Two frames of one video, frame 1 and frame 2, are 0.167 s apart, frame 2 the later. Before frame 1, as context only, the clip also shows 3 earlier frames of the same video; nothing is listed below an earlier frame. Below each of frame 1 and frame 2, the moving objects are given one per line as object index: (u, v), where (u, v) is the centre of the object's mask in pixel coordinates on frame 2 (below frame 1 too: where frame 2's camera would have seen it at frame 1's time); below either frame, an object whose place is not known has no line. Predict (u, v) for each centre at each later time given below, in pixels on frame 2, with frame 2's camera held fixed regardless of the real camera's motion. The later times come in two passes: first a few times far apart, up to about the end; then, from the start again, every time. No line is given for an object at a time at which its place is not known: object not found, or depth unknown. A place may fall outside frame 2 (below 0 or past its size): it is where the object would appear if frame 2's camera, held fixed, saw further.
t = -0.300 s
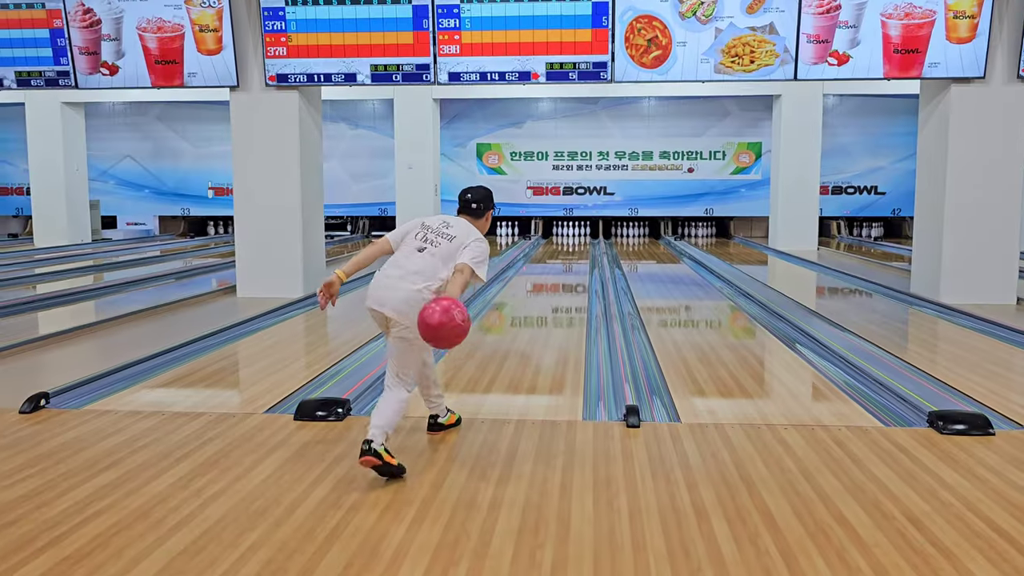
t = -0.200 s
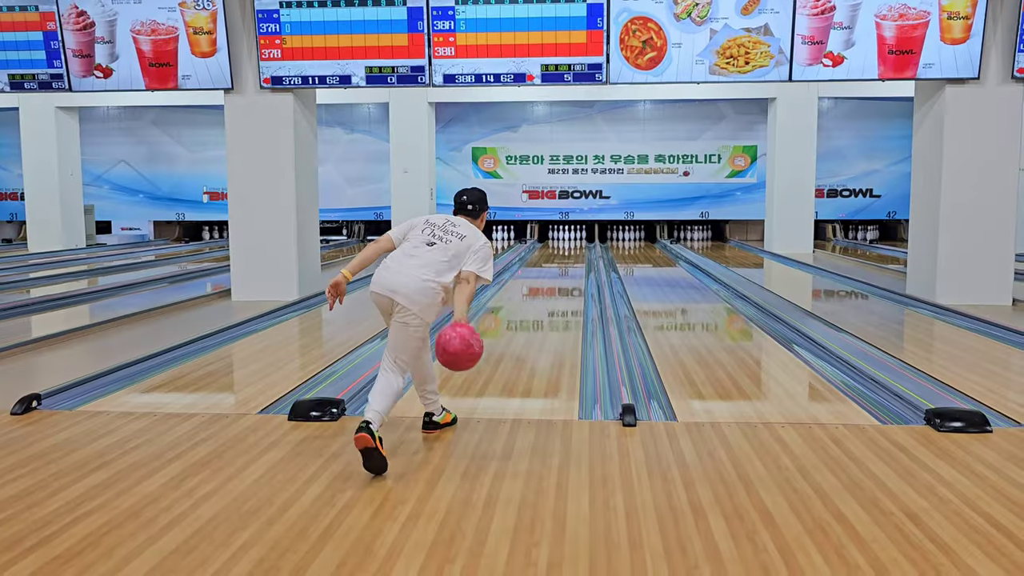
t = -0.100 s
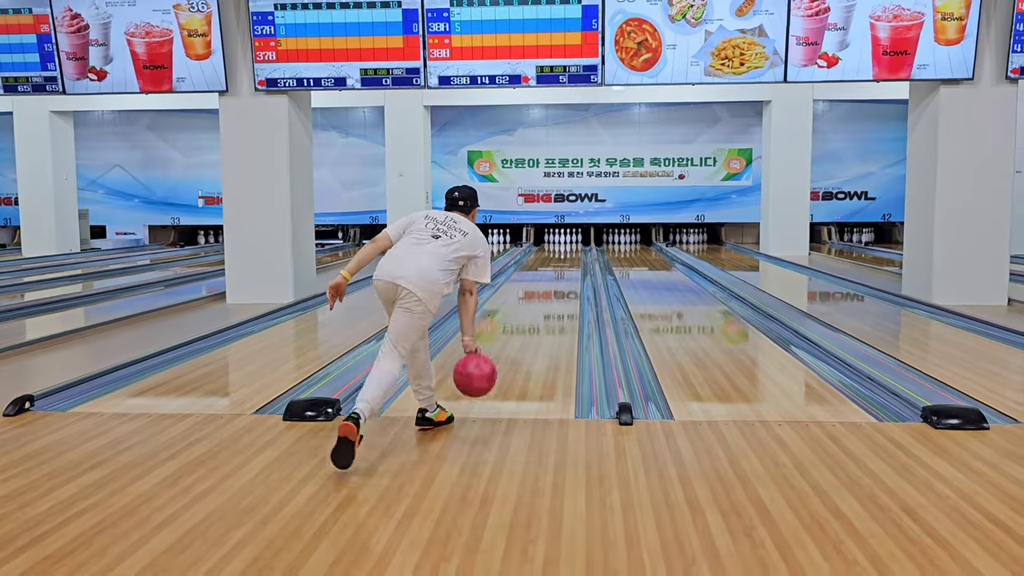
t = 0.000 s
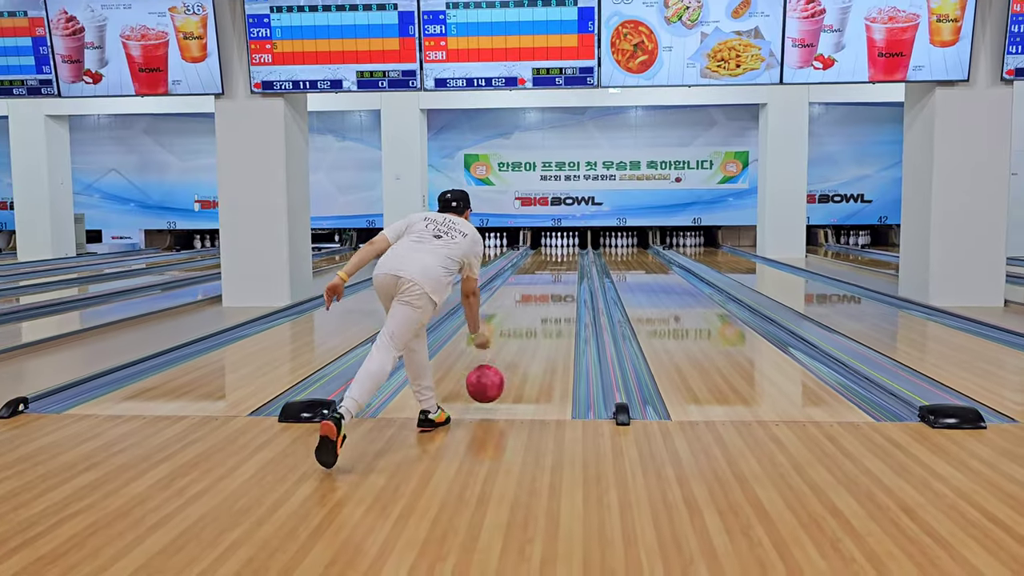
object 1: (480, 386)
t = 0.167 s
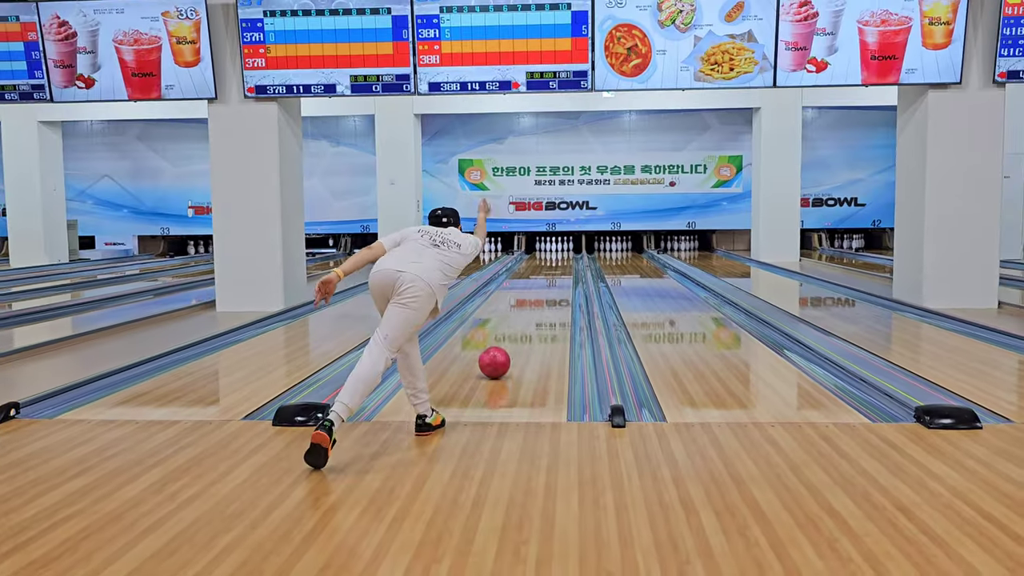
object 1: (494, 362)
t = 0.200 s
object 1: (496, 357)
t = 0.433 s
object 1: (509, 329)
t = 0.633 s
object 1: (516, 312)
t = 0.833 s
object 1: (521, 300)
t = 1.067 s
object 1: (526, 289)
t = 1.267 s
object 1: (529, 282)
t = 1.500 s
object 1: (532, 275)
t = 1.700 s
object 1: (534, 270)
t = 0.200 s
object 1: (496, 357)
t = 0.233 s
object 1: (499, 352)
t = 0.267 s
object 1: (500, 348)
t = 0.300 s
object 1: (502, 343)
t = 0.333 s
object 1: (504, 339)
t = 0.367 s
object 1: (506, 336)
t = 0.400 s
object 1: (507, 332)
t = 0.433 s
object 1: (509, 329)
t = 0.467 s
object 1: (510, 326)
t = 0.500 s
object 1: (511, 323)
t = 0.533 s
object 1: (513, 320)
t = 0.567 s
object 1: (514, 318)
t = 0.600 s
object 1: (515, 315)
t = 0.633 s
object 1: (516, 312)
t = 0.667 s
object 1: (517, 310)
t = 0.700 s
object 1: (518, 308)
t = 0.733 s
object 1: (519, 306)
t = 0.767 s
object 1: (520, 304)
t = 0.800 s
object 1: (521, 302)
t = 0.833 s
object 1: (521, 300)
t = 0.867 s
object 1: (522, 298)
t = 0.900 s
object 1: (523, 297)
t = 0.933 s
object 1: (523, 295)
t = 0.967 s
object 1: (524, 293)
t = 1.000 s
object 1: (525, 292)
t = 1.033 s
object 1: (525, 290)
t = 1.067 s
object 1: (526, 289)
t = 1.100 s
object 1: (527, 288)
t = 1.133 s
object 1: (527, 286)
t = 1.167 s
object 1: (528, 285)
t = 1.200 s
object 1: (528, 284)
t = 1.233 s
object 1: (529, 283)
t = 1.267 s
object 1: (529, 282)
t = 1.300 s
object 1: (530, 281)
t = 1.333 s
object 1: (530, 279)
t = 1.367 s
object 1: (530, 278)
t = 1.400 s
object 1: (531, 277)
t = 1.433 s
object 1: (531, 276)
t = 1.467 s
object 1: (532, 275)
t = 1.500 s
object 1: (532, 275)
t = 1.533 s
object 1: (533, 273)
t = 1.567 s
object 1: (533, 273)
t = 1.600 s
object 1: (533, 272)
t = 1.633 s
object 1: (534, 271)
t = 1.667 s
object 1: (534, 270)
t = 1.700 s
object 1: (534, 270)
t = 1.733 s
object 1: (534, 269)
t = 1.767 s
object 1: (535, 268)
